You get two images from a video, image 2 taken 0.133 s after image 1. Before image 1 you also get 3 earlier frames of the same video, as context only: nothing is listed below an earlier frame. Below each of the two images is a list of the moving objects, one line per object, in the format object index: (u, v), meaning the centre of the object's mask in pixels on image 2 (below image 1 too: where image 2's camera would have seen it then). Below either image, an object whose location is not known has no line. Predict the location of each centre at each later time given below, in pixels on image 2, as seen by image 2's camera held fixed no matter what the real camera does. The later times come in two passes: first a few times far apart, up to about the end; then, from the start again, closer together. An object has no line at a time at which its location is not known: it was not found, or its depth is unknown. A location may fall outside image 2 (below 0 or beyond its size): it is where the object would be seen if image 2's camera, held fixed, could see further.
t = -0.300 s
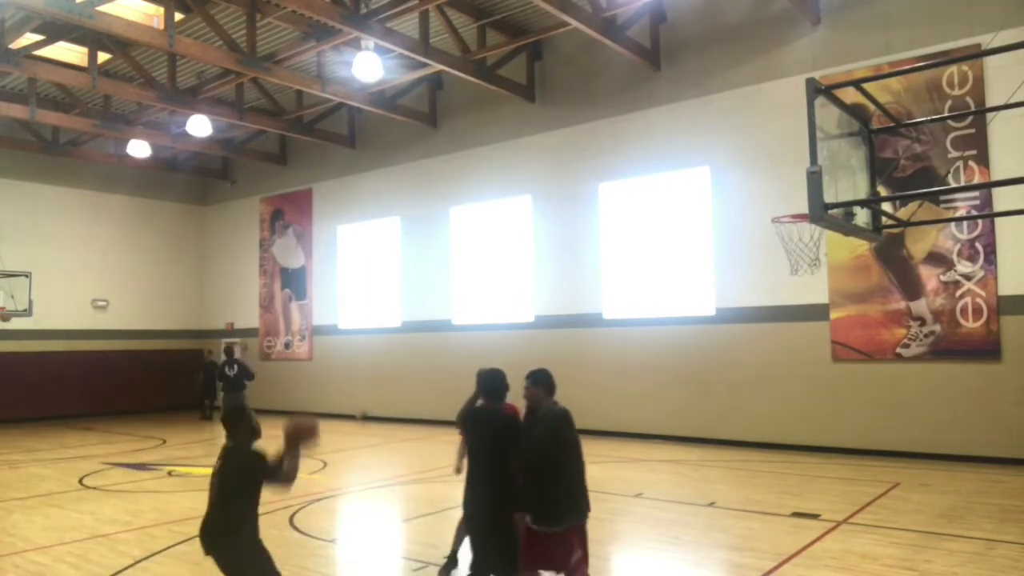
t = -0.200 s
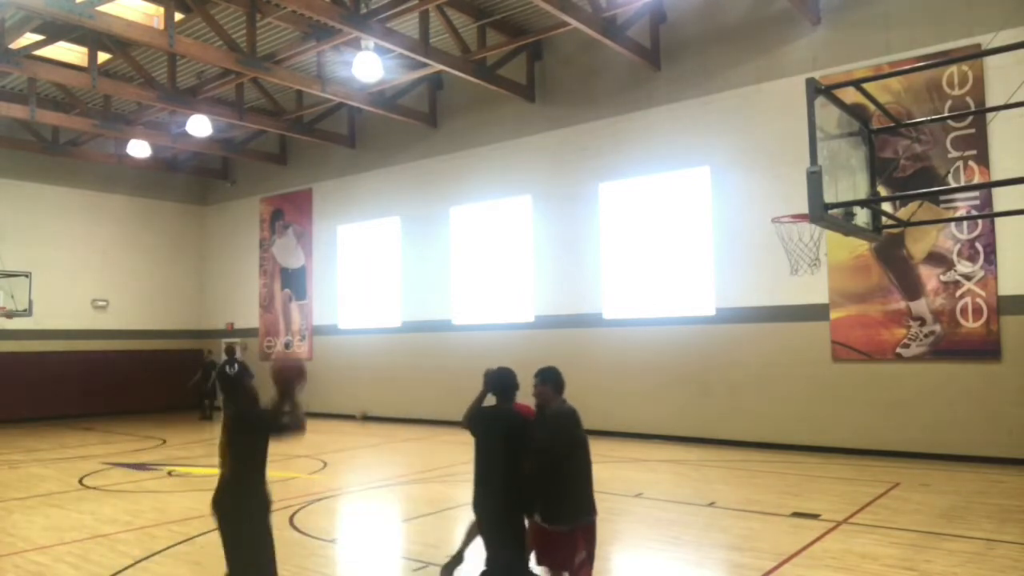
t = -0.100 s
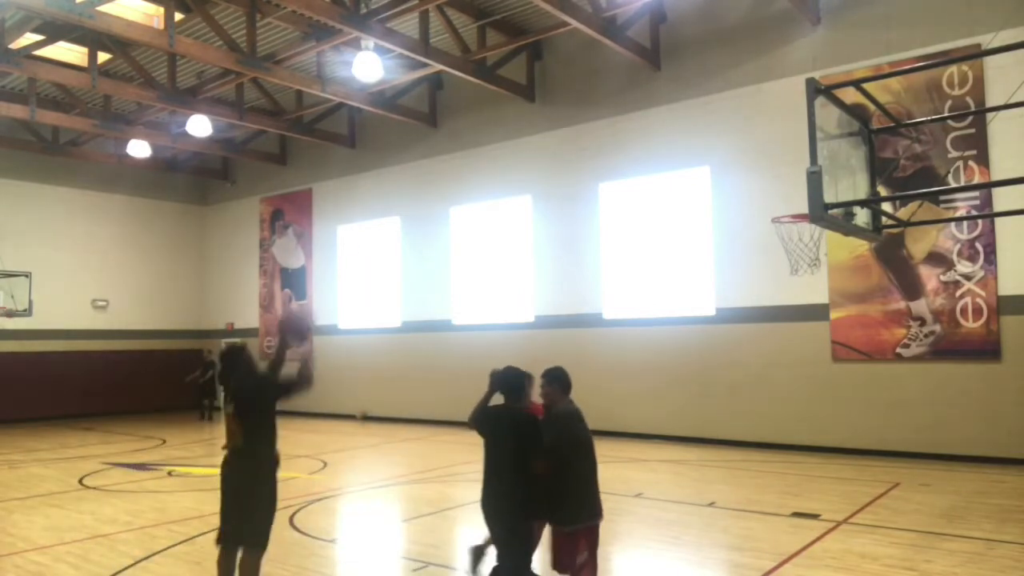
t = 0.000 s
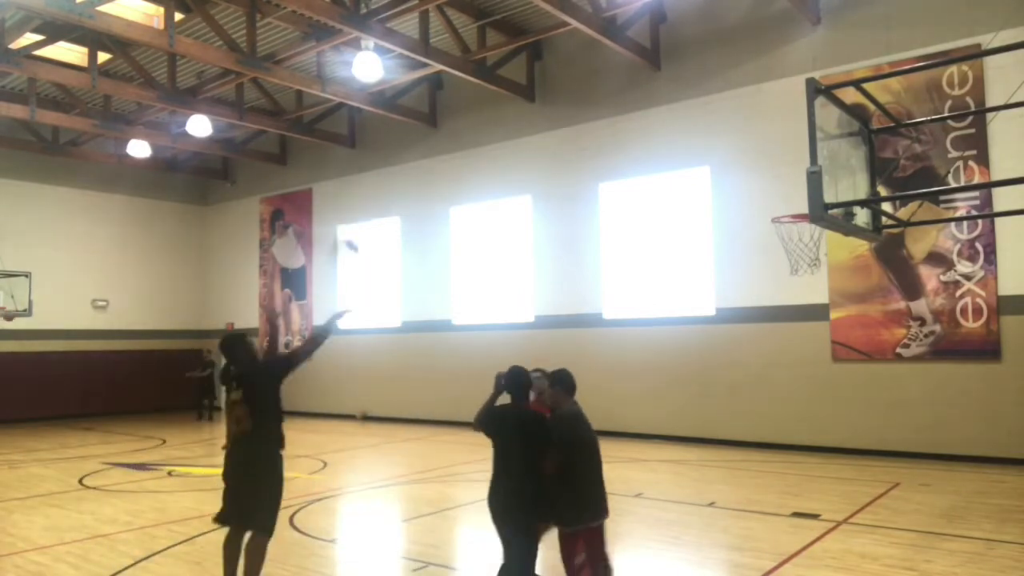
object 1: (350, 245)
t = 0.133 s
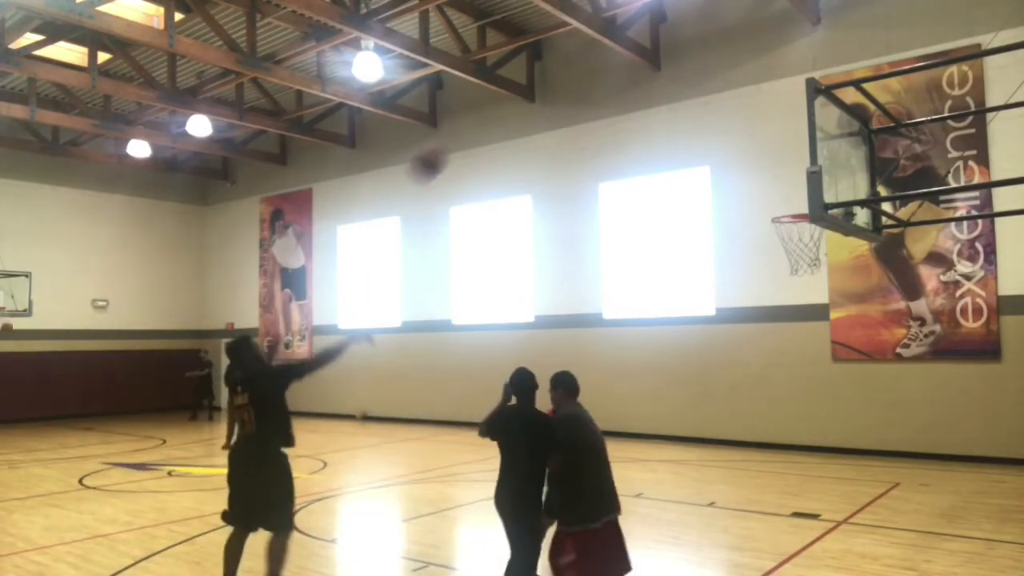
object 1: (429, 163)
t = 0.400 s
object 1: (563, 80)
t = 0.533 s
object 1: (624, 77)
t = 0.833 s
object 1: (751, 139)
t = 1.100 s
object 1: (796, 201)
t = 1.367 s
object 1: (766, 236)
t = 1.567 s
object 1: (748, 296)
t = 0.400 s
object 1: (563, 80)
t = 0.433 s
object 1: (578, 78)
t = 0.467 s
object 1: (593, 76)
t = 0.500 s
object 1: (607, 75)
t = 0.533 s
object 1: (624, 77)
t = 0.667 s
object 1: (682, 94)
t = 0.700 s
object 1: (696, 100)
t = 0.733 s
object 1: (711, 109)
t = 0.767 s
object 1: (725, 118)
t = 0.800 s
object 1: (738, 128)
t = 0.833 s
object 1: (751, 139)
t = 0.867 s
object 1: (765, 152)
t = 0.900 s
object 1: (778, 164)
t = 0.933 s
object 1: (790, 179)
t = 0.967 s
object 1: (798, 193)
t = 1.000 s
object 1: (802, 205)
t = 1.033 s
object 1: (801, 203)
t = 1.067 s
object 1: (798, 202)
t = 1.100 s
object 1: (796, 201)
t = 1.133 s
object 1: (793, 202)
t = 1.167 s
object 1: (788, 204)
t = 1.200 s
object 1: (784, 206)
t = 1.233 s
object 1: (780, 210)
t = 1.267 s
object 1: (777, 216)
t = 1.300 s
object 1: (772, 222)
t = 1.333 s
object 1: (769, 229)
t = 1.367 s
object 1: (766, 236)
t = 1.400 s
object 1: (762, 245)
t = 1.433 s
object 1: (759, 253)
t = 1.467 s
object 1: (757, 264)
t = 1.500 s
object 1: (754, 274)
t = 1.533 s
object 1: (751, 286)
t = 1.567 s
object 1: (748, 296)
